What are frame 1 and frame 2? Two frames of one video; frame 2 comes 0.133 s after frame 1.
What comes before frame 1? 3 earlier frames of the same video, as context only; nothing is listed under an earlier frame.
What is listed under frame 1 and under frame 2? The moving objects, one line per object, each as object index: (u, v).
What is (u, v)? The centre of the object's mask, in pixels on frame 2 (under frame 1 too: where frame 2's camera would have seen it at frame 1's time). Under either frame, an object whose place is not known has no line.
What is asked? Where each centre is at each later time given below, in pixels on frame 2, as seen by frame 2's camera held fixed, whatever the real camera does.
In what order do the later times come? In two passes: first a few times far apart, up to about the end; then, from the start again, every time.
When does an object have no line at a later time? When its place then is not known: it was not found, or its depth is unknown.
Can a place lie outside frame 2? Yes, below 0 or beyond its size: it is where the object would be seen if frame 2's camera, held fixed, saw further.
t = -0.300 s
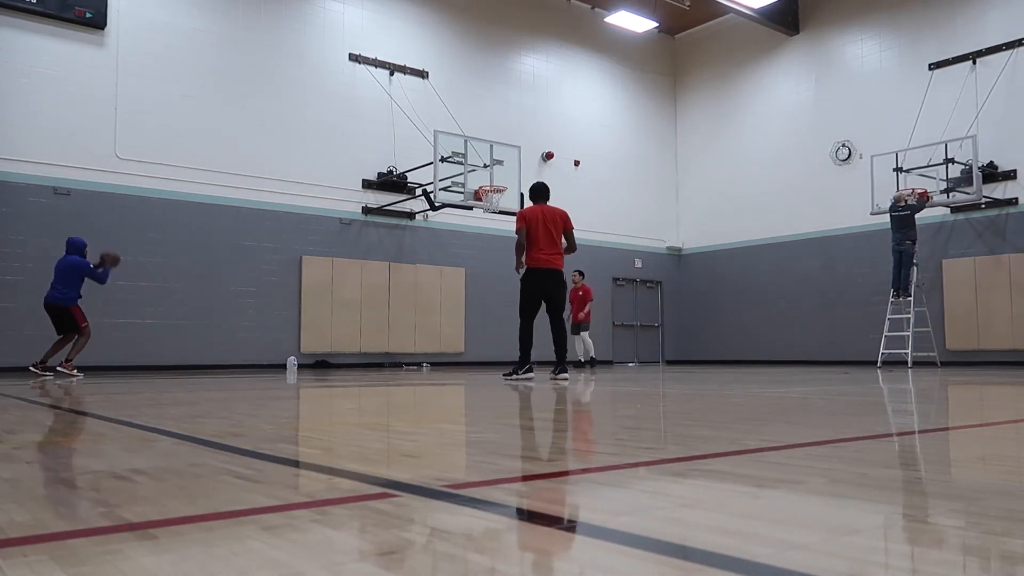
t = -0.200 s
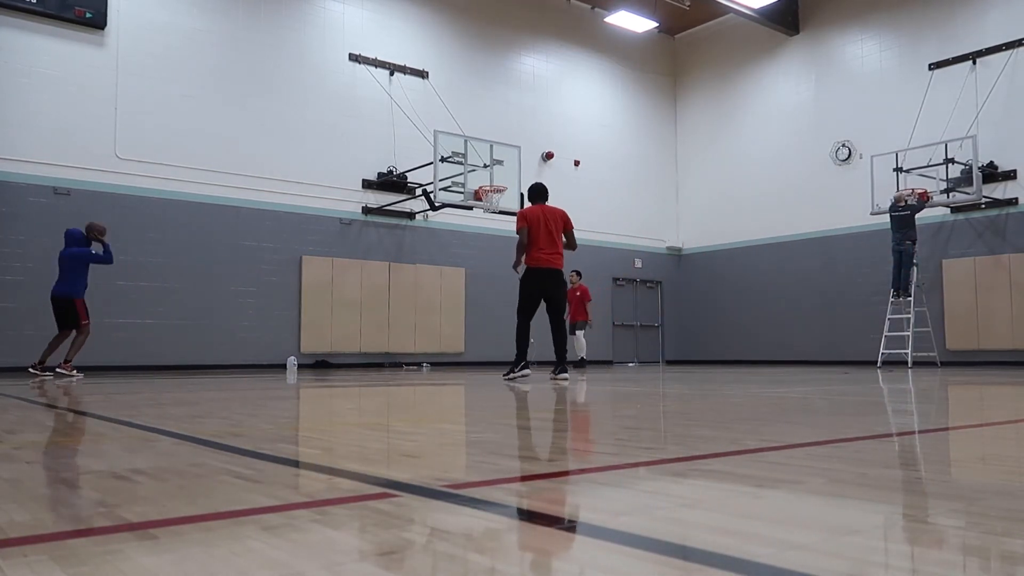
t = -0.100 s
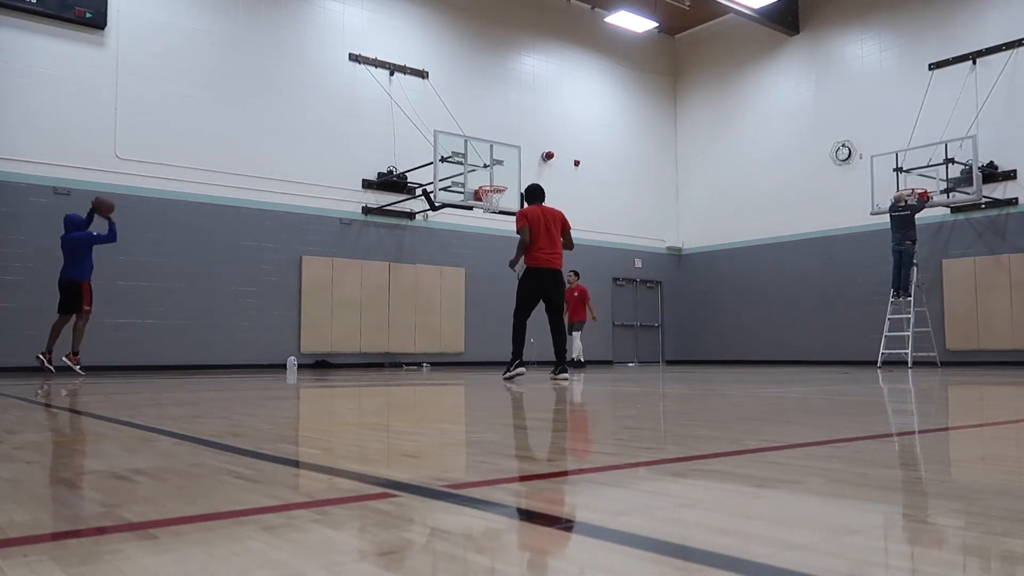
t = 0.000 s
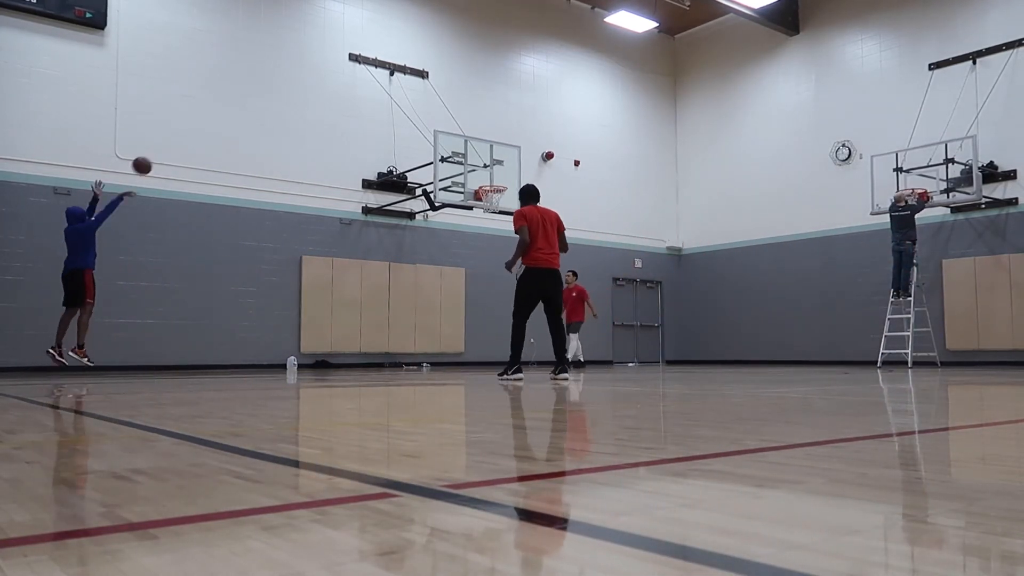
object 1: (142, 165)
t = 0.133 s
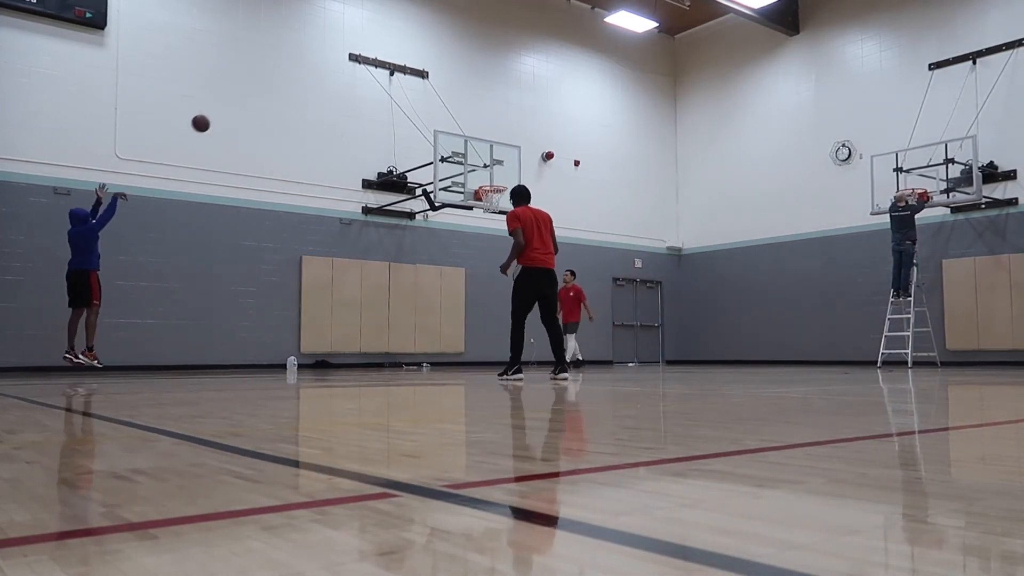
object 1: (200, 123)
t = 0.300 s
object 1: (266, 92)
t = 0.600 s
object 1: (368, 87)
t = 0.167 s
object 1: (214, 115)
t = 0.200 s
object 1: (228, 108)
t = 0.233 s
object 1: (241, 102)
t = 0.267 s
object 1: (254, 97)
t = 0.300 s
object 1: (266, 92)
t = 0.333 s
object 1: (279, 89)
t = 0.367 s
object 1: (291, 86)
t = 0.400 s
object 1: (302, 84)
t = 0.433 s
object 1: (314, 82)
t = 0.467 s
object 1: (325, 82)
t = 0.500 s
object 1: (336, 82)
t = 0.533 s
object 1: (347, 83)
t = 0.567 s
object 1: (358, 84)
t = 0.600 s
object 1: (368, 87)
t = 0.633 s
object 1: (378, 89)
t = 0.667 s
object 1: (388, 93)
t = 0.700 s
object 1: (398, 97)
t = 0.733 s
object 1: (408, 102)
